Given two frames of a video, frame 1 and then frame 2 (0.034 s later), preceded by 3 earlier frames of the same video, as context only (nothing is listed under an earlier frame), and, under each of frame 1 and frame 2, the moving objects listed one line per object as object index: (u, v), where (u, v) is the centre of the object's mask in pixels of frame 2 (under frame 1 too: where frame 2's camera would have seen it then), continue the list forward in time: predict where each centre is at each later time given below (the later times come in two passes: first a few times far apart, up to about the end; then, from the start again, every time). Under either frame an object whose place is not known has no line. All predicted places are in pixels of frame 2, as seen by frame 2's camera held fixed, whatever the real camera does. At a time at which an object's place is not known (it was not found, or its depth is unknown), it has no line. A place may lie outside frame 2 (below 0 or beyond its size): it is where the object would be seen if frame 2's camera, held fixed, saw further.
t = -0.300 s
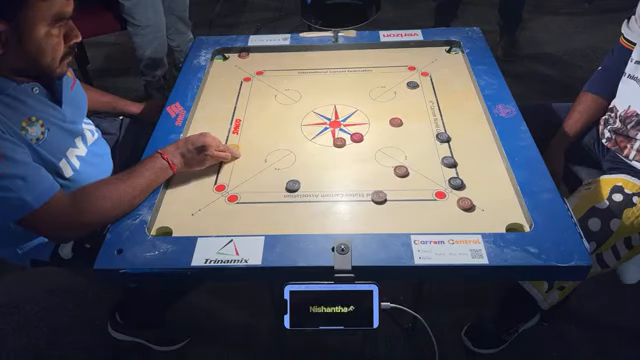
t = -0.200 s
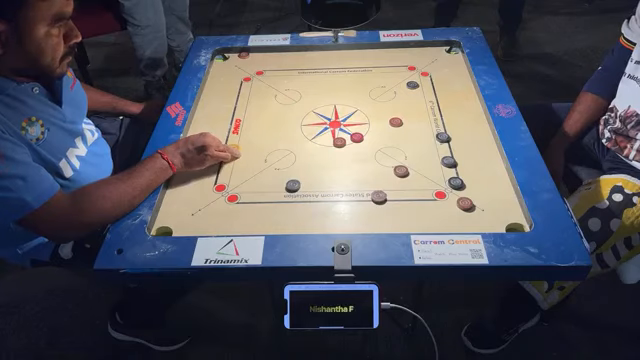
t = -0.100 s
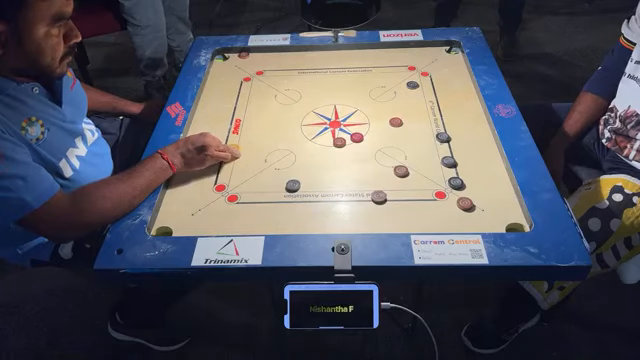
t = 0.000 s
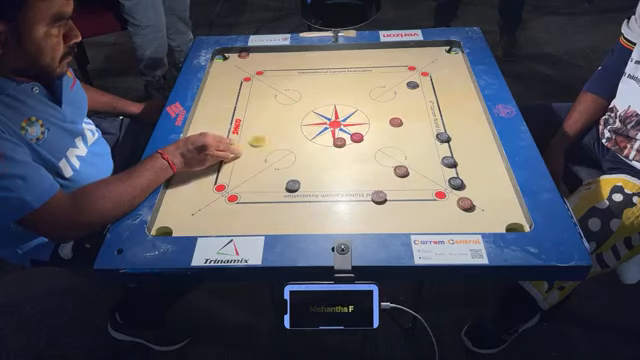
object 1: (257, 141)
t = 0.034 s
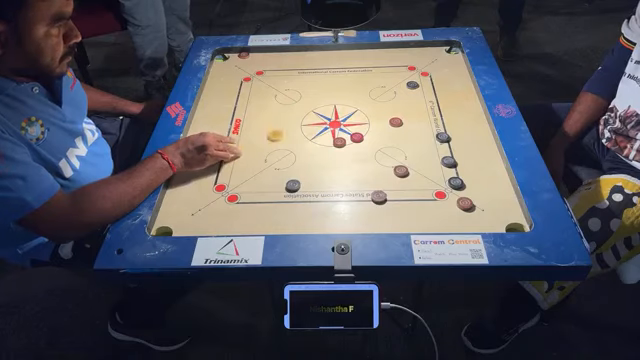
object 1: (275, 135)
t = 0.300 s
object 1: (386, 97)
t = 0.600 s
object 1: (435, 85)
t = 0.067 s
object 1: (292, 130)
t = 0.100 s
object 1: (308, 125)
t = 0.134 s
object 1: (322, 119)
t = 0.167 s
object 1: (337, 113)
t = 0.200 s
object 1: (350, 109)
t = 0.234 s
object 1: (363, 105)
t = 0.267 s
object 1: (374, 101)
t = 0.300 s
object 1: (386, 97)
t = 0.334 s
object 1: (397, 94)
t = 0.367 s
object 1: (406, 90)
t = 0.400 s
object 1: (414, 89)
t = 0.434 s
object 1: (418, 88)
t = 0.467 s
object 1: (422, 87)
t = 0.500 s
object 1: (426, 86)
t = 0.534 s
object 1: (430, 86)
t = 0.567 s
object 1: (433, 85)
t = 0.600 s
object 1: (435, 85)
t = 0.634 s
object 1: (438, 84)
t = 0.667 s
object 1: (441, 84)
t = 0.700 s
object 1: (443, 83)
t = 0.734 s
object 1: (444, 83)
